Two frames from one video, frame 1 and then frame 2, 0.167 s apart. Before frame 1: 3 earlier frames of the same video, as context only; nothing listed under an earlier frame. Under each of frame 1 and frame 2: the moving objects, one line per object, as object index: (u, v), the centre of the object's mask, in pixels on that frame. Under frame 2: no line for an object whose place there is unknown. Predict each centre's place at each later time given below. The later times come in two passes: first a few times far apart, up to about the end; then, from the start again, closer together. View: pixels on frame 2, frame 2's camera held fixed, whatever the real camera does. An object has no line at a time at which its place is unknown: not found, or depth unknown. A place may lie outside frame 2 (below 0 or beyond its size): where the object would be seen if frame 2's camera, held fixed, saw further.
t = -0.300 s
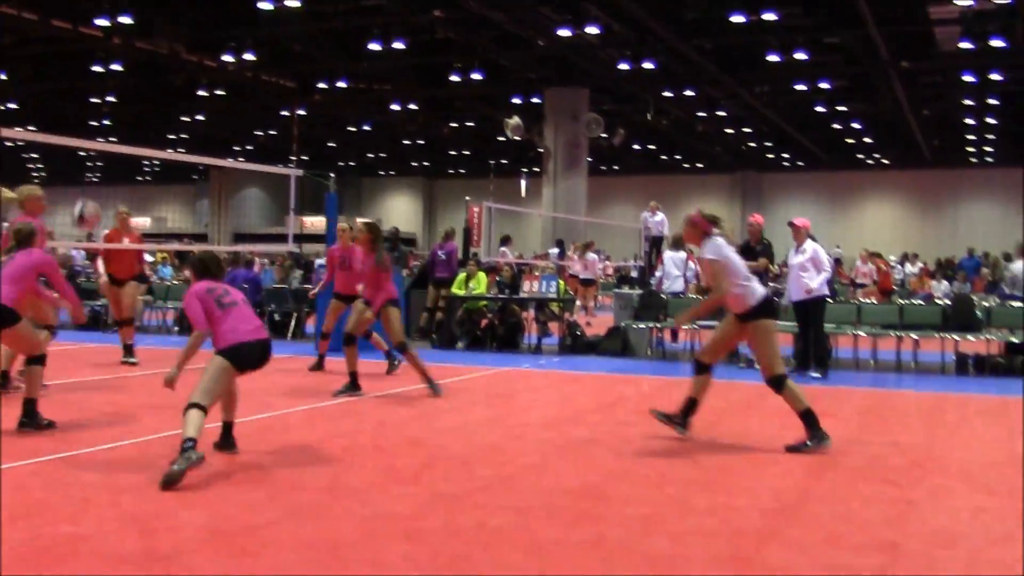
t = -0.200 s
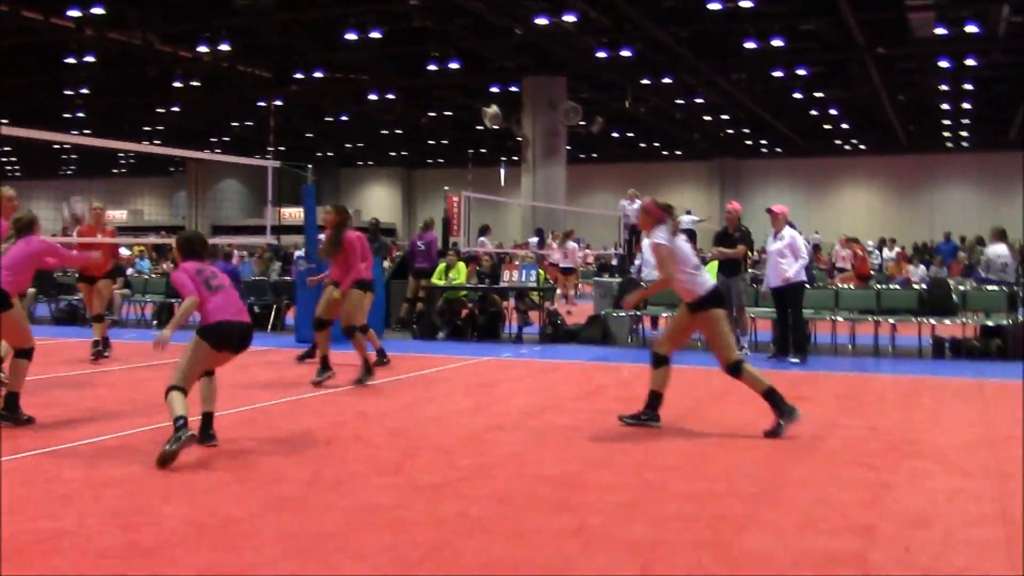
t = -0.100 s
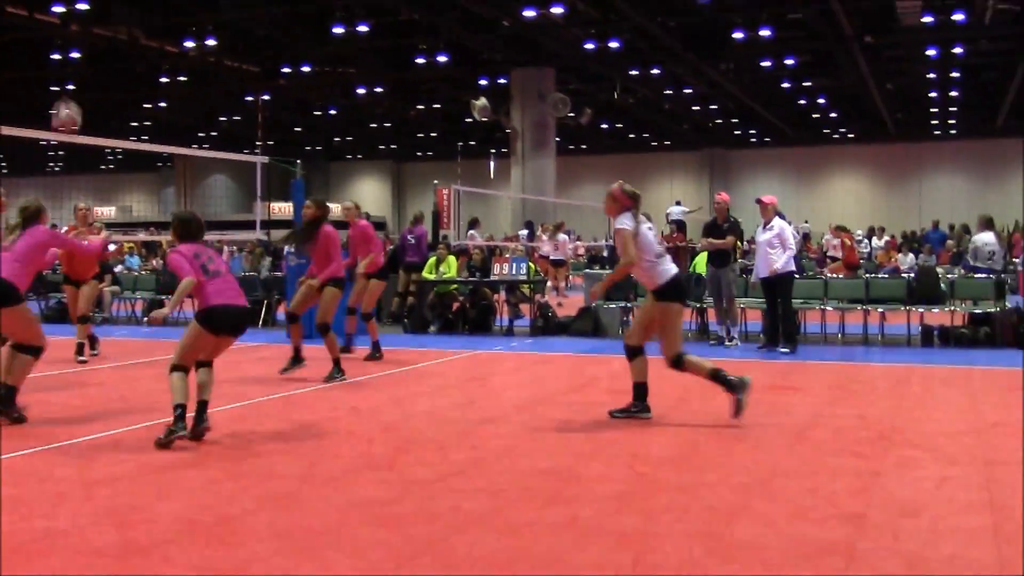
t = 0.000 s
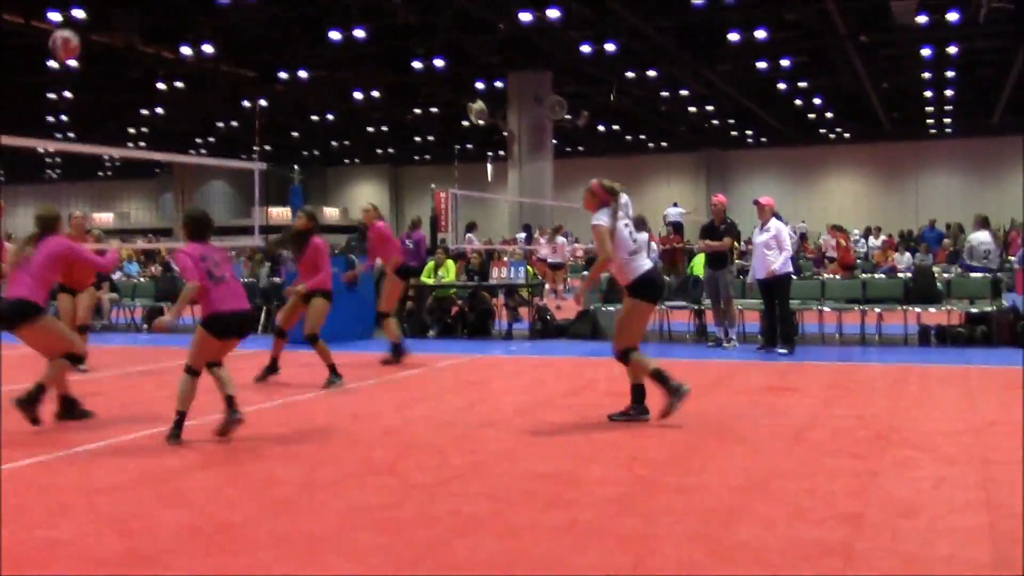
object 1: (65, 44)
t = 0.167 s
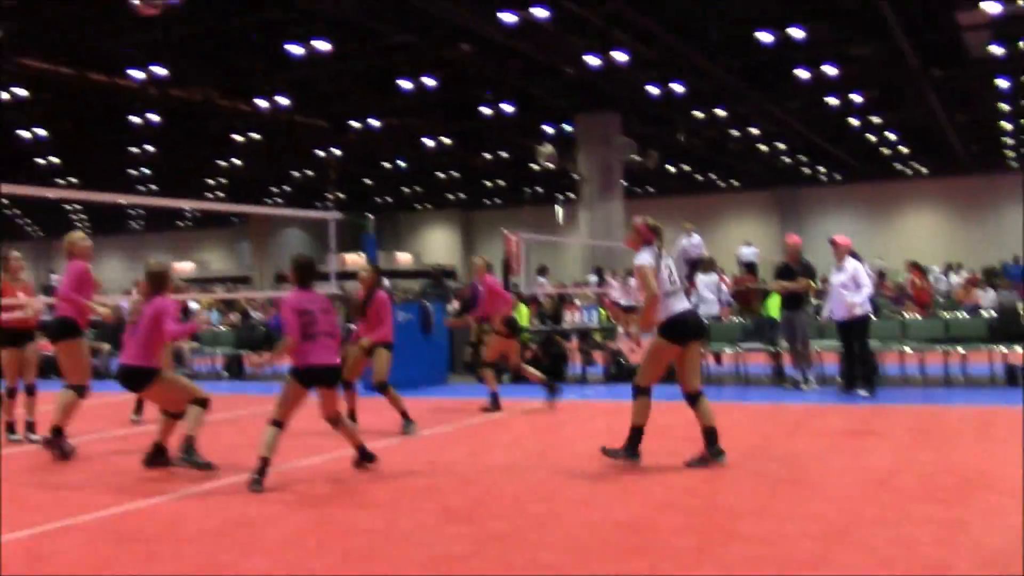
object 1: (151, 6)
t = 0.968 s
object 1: (168, 8)
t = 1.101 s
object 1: (173, 87)
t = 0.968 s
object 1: (168, 8)
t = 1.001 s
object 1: (169, 23)
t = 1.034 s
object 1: (170, 43)
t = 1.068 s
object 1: (172, 64)
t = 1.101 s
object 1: (173, 87)
